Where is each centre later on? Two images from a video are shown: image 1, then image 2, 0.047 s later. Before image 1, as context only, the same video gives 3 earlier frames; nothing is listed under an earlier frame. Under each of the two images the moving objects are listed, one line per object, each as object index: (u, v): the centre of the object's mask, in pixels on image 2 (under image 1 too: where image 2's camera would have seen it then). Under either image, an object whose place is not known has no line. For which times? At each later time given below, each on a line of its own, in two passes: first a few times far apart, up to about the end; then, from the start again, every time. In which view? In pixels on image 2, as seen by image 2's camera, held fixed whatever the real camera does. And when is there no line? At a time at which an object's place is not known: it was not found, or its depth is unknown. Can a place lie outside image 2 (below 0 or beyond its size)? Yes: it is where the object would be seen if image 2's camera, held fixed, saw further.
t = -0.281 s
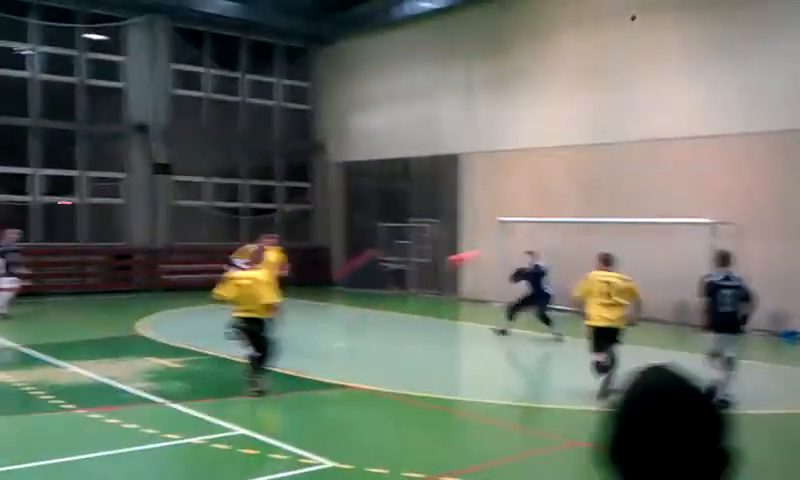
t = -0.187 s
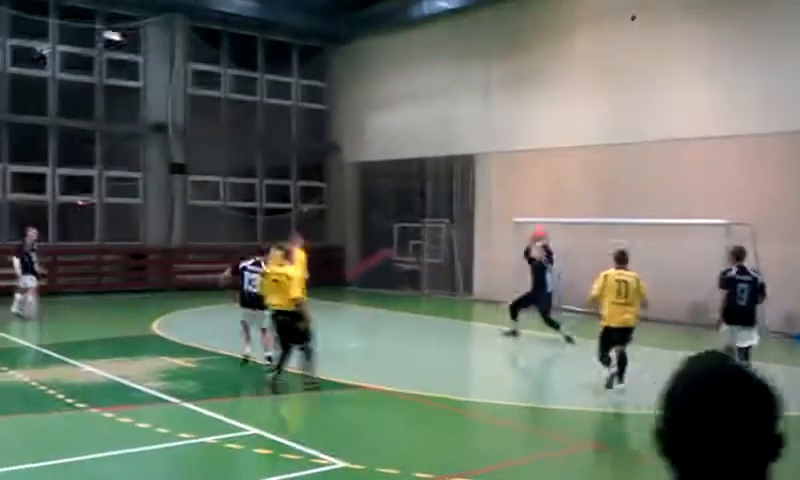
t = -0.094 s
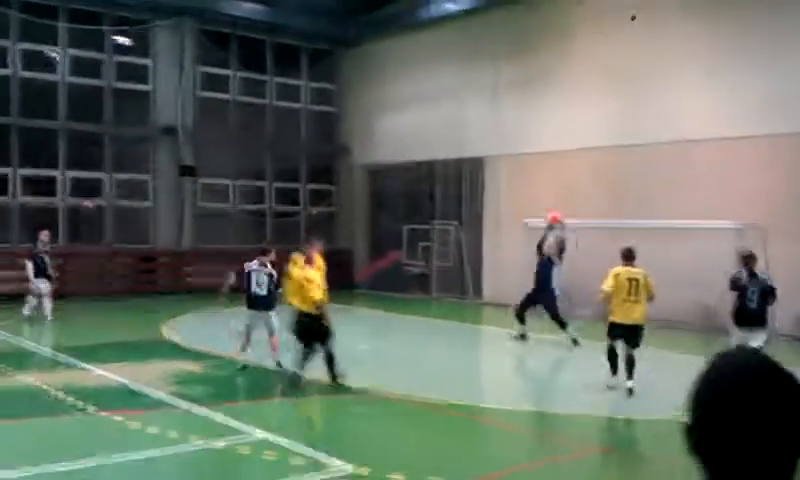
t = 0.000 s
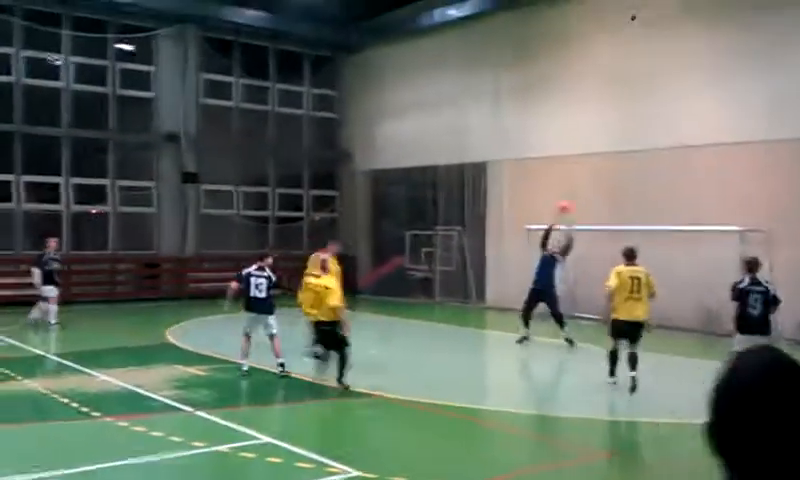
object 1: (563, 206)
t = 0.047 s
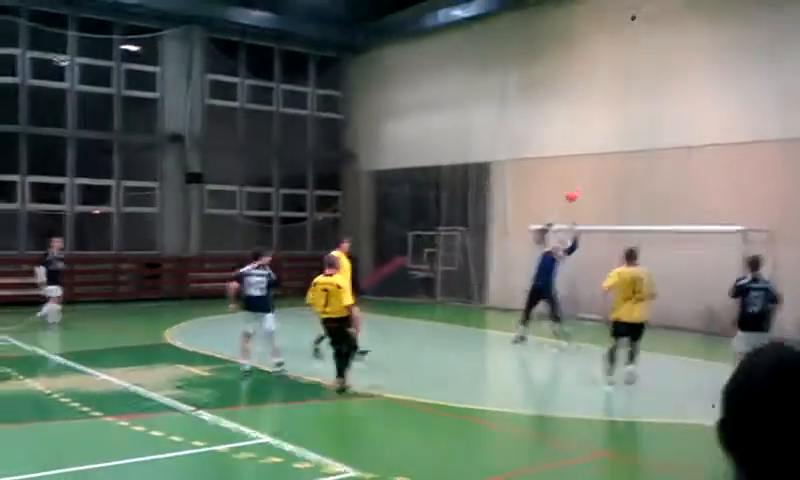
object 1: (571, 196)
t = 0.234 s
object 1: (579, 183)
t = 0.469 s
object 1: (595, 193)
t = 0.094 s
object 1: (573, 191)
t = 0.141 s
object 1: (572, 187)
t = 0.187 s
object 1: (577, 186)
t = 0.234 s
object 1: (579, 183)
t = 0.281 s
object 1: (582, 182)
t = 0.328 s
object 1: (587, 181)
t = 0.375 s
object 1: (588, 184)
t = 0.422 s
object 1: (590, 185)
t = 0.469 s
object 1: (595, 193)
